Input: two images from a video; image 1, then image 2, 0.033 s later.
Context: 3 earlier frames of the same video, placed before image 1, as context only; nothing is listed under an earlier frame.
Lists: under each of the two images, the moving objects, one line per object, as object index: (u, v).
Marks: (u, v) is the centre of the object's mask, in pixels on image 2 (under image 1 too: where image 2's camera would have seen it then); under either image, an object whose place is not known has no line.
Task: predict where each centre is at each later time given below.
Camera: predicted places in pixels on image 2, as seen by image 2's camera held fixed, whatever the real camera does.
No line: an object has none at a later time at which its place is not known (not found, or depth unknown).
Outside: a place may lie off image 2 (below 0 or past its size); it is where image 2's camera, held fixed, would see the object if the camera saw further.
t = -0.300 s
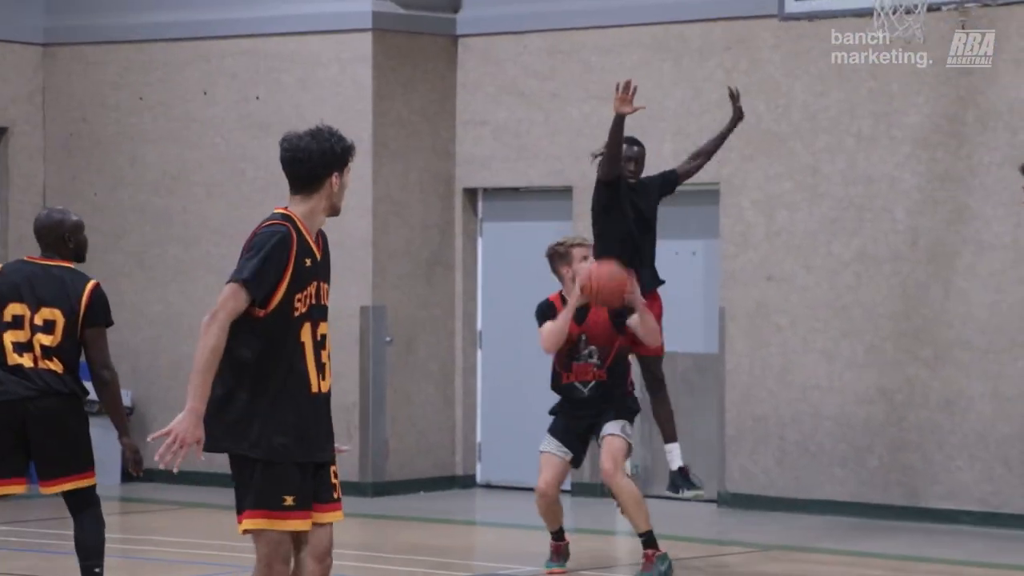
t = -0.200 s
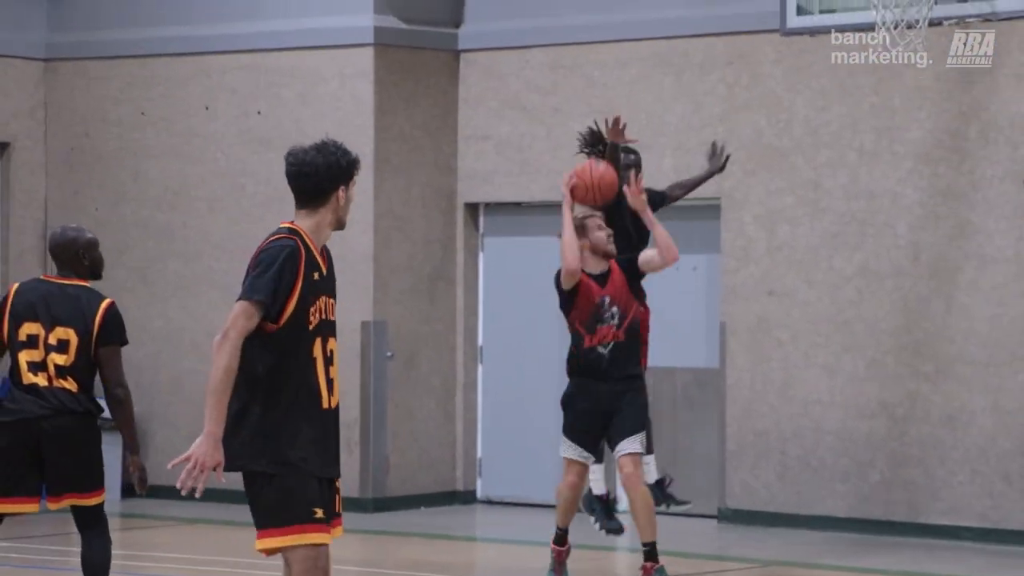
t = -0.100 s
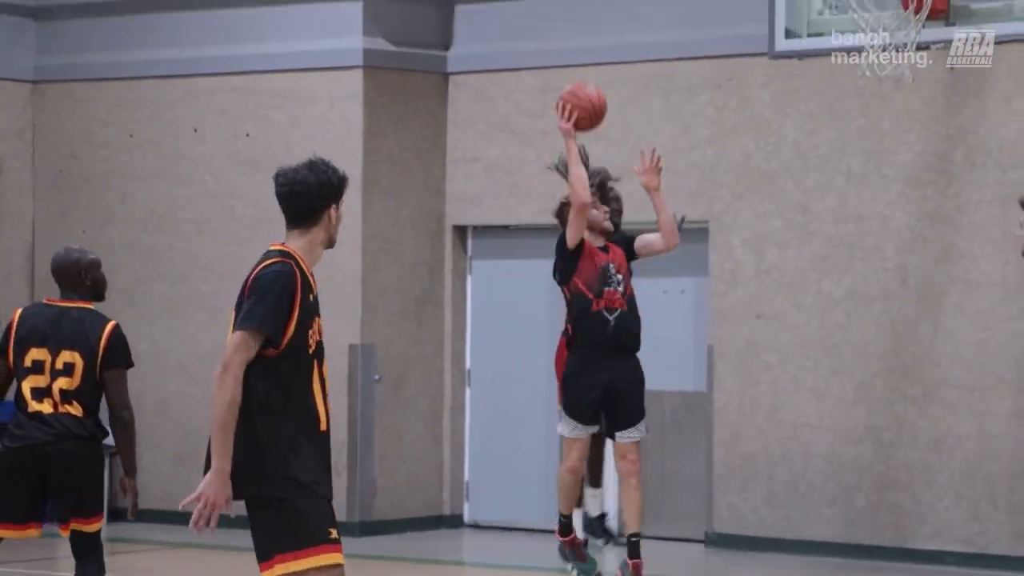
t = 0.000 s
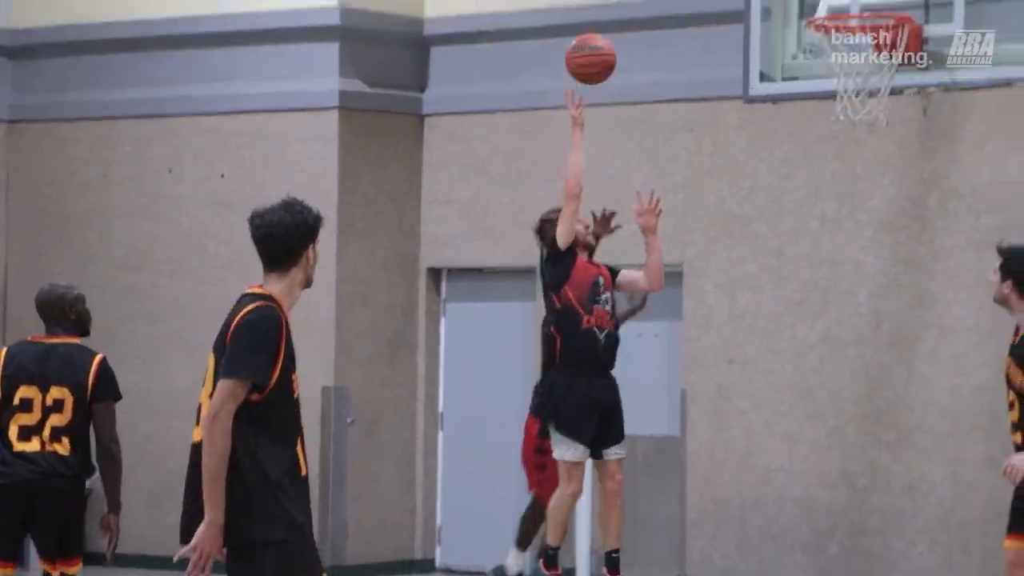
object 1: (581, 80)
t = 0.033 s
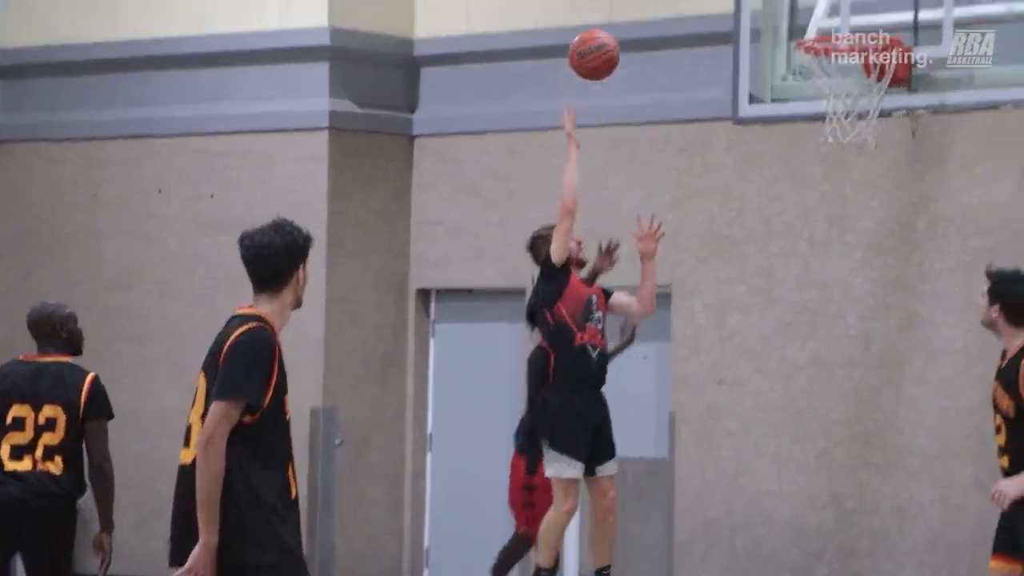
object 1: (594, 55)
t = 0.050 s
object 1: (600, 43)
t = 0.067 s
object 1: (607, 31)
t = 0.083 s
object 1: (614, 20)
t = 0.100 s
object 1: (620, 10)
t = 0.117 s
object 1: (627, 0)
